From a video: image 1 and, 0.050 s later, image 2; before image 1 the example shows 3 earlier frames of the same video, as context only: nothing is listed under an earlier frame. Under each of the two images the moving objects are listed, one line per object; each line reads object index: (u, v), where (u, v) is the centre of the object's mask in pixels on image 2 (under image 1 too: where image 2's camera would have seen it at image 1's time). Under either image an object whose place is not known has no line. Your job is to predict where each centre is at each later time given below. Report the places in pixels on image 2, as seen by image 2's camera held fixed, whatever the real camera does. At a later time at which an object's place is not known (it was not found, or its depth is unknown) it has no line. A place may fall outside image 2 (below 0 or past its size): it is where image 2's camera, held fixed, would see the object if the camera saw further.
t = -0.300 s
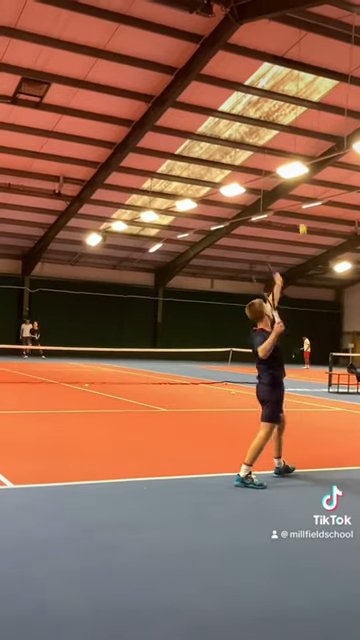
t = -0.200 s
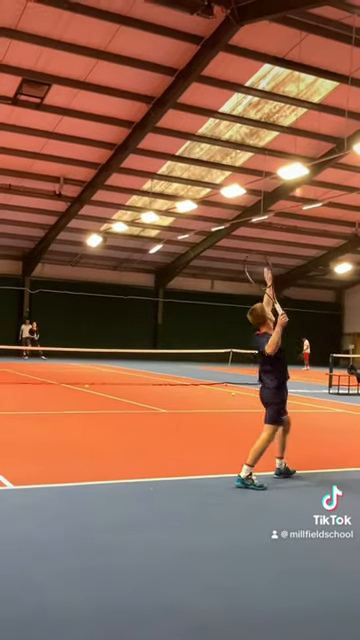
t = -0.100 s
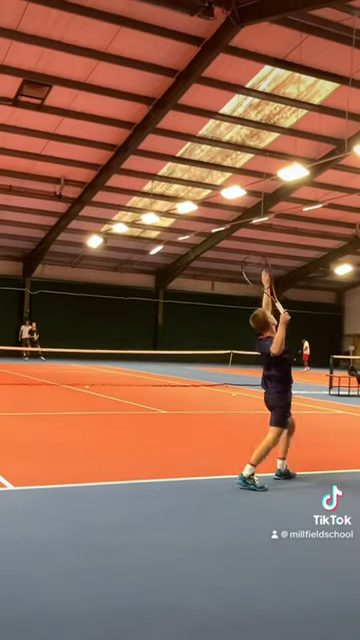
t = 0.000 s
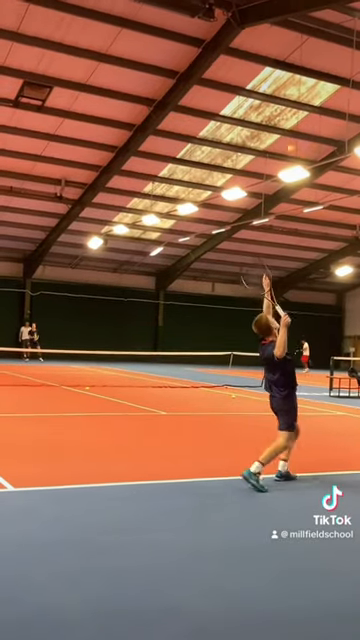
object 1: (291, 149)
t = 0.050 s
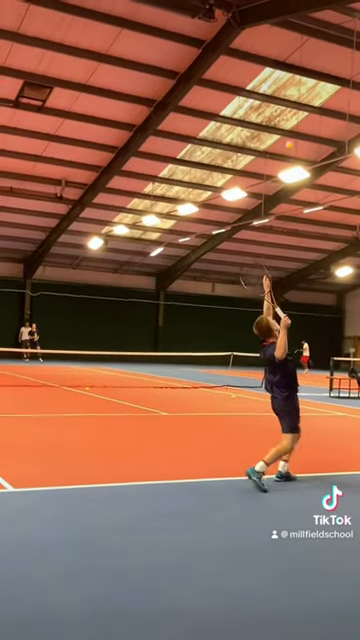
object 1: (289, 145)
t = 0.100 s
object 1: (285, 139)
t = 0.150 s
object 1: (284, 139)
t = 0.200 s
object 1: (280, 141)
